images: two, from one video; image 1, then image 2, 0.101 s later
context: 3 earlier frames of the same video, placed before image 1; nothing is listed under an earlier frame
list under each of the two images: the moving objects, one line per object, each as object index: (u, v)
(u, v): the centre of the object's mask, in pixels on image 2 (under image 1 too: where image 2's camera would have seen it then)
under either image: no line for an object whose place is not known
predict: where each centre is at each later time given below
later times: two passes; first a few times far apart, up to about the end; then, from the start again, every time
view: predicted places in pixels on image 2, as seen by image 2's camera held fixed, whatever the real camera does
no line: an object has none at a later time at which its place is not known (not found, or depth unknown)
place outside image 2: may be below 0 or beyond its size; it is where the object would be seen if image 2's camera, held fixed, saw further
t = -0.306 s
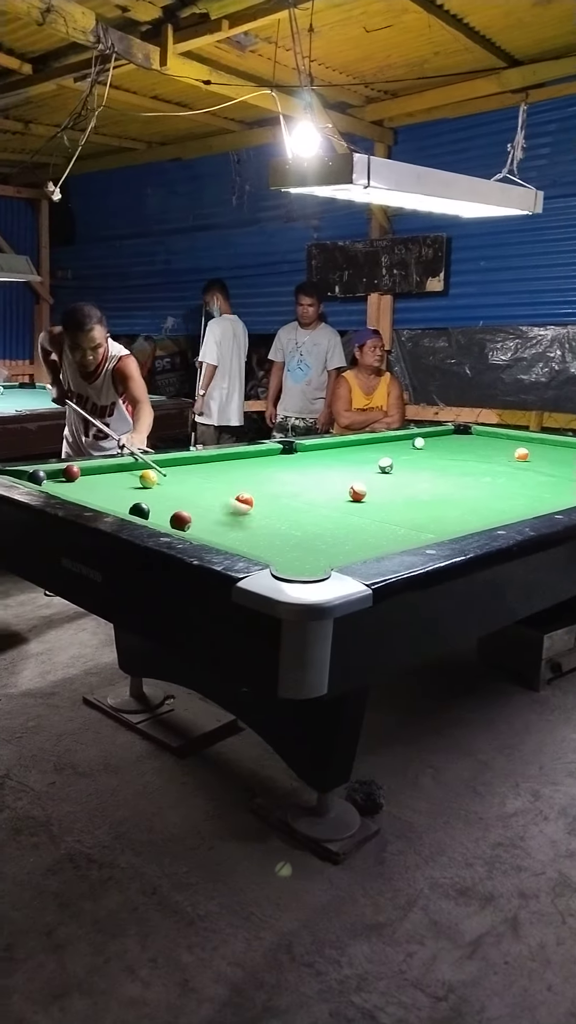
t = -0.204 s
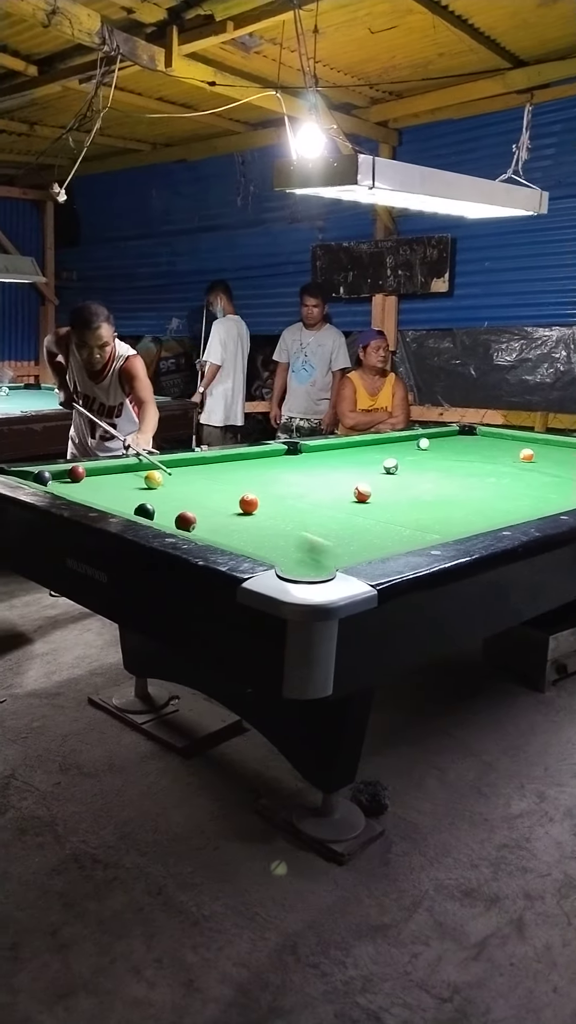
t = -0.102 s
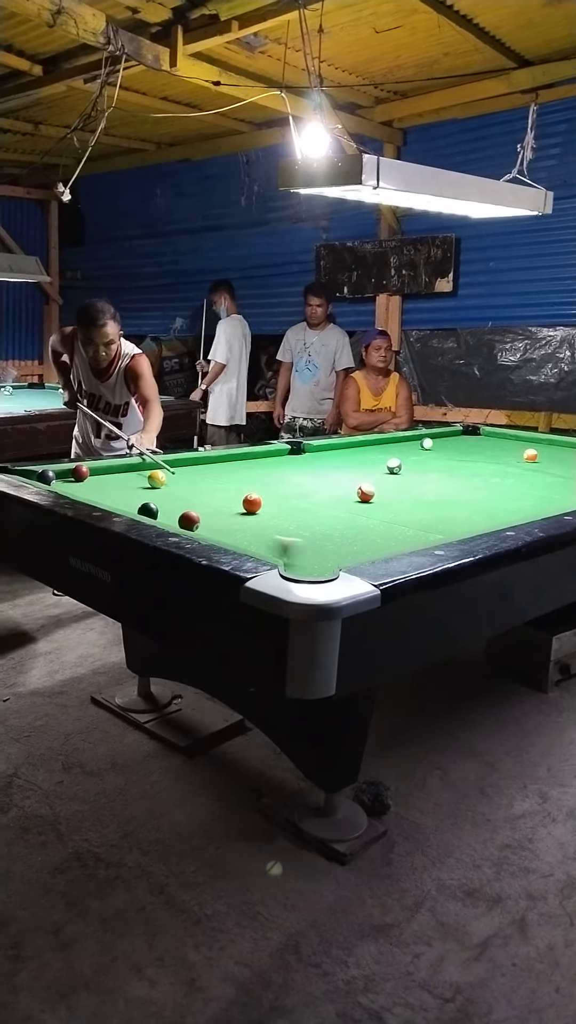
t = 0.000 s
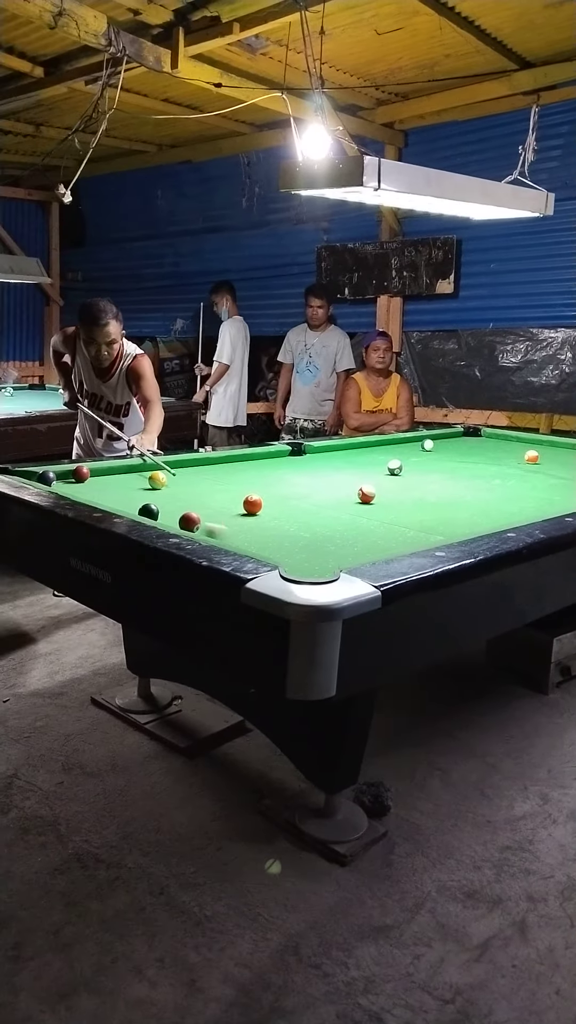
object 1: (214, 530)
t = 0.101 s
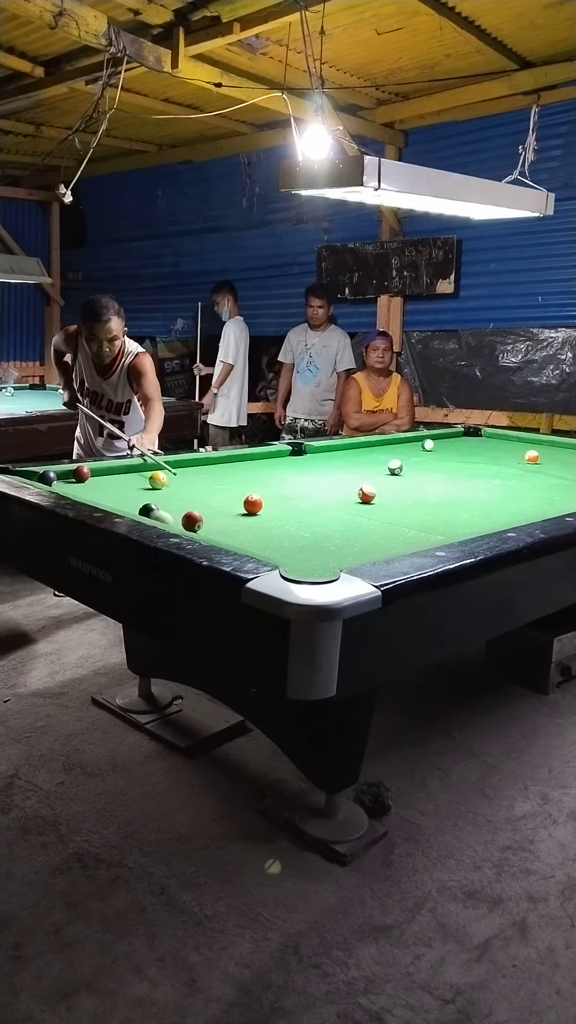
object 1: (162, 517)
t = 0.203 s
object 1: (154, 514)
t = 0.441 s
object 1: (141, 509)
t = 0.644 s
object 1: (131, 504)
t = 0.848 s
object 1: (121, 500)
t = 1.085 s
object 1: (111, 496)
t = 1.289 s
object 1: (104, 493)
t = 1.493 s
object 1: (96, 489)
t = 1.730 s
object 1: (89, 485)
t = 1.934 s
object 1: (91, 484)
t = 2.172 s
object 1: (93, 484)
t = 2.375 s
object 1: (93, 484)
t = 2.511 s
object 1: (93, 484)
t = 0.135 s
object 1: (156, 515)
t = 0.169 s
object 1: (155, 515)
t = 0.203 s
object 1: (154, 514)
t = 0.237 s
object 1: (152, 513)
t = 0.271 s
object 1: (150, 512)
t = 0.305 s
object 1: (149, 512)
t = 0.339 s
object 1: (147, 511)
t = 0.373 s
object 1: (145, 510)
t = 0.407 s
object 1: (143, 509)
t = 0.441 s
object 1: (141, 509)
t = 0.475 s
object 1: (139, 508)
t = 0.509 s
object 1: (138, 507)
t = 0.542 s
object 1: (136, 507)
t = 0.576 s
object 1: (134, 506)
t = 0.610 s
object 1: (133, 505)
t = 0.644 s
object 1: (131, 504)
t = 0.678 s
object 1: (129, 504)
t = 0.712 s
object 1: (127, 503)
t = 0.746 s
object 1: (126, 502)
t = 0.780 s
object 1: (124, 502)
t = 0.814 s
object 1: (123, 501)
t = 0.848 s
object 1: (121, 500)
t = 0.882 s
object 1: (120, 500)
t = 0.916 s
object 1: (118, 499)
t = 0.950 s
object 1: (117, 499)
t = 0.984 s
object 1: (115, 498)
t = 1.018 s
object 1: (114, 498)
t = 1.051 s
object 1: (113, 497)
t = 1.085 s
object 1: (111, 496)
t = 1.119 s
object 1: (110, 496)
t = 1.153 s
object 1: (109, 495)
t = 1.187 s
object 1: (107, 495)
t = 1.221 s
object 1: (106, 494)
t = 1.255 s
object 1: (105, 493)
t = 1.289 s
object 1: (104, 493)
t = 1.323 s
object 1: (103, 492)
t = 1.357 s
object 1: (100, 491)
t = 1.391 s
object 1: (99, 491)
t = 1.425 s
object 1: (98, 490)
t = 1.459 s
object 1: (97, 489)
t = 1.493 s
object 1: (96, 489)
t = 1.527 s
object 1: (95, 488)
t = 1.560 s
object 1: (94, 488)
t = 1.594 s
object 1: (93, 487)
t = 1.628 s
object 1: (92, 486)
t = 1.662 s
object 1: (91, 486)
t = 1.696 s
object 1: (90, 485)
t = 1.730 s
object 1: (89, 485)
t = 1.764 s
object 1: (89, 484)
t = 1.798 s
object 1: (89, 484)
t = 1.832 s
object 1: (90, 484)
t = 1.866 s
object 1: (90, 484)
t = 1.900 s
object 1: (91, 484)
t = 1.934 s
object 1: (91, 484)
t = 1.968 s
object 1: (91, 484)
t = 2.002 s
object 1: (91, 484)
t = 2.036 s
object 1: (91, 484)
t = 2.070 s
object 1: (92, 484)
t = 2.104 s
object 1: (92, 484)
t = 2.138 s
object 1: (92, 484)
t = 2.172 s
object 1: (93, 484)
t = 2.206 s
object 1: (93, 484)
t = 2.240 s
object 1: (93, 484)
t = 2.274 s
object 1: (93, 484)
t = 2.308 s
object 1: (93, 484)
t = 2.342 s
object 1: (93, 484)
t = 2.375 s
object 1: (93, 484)
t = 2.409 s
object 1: (93, 484)
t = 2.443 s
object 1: (93, 484)
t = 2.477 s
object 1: (93, 484)
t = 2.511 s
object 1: (93, 484)
